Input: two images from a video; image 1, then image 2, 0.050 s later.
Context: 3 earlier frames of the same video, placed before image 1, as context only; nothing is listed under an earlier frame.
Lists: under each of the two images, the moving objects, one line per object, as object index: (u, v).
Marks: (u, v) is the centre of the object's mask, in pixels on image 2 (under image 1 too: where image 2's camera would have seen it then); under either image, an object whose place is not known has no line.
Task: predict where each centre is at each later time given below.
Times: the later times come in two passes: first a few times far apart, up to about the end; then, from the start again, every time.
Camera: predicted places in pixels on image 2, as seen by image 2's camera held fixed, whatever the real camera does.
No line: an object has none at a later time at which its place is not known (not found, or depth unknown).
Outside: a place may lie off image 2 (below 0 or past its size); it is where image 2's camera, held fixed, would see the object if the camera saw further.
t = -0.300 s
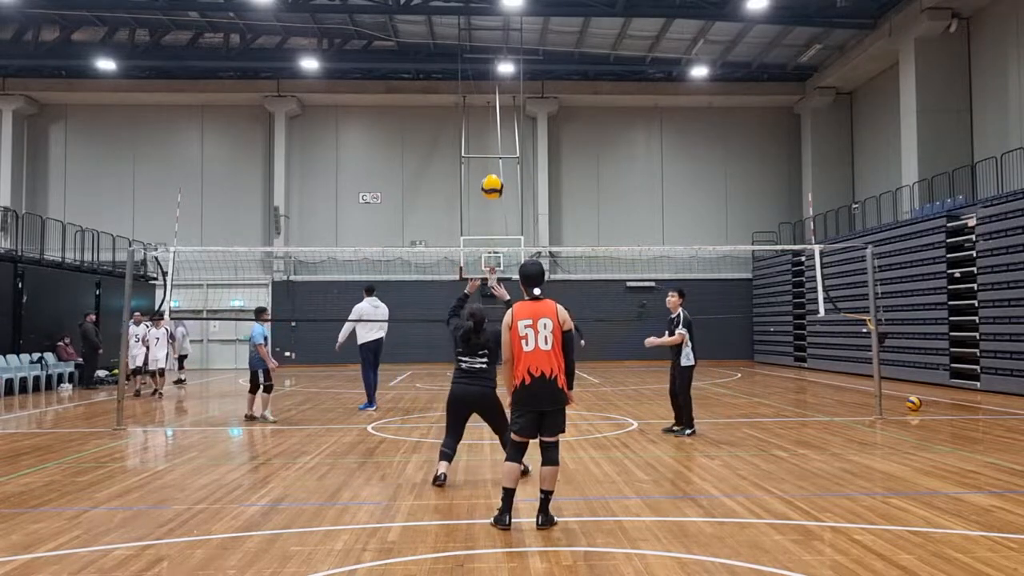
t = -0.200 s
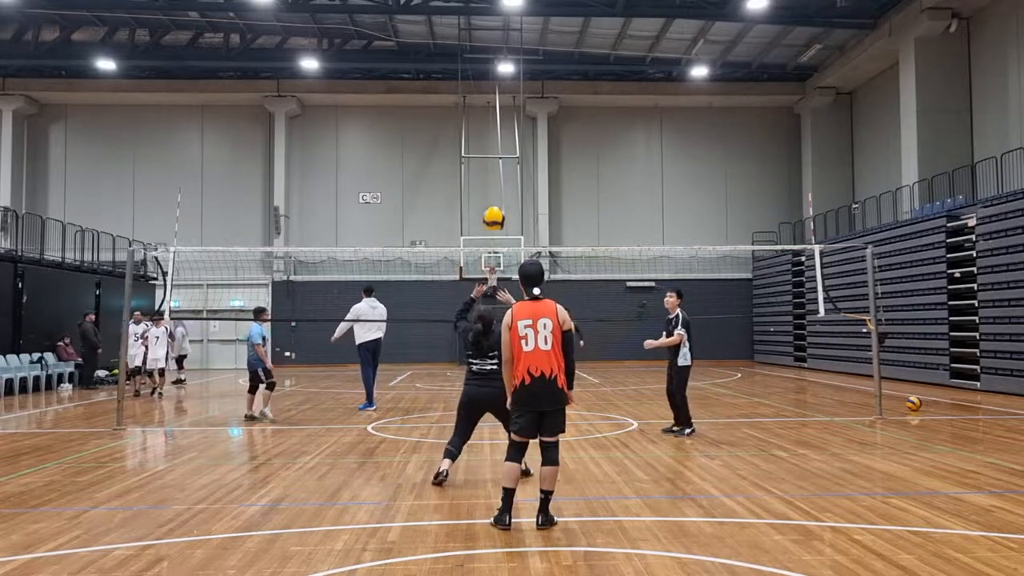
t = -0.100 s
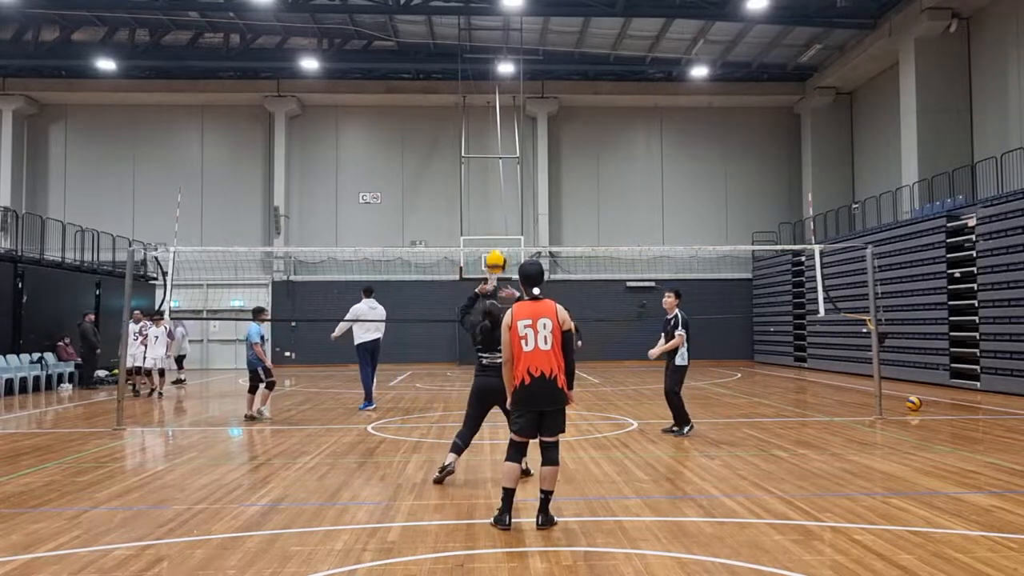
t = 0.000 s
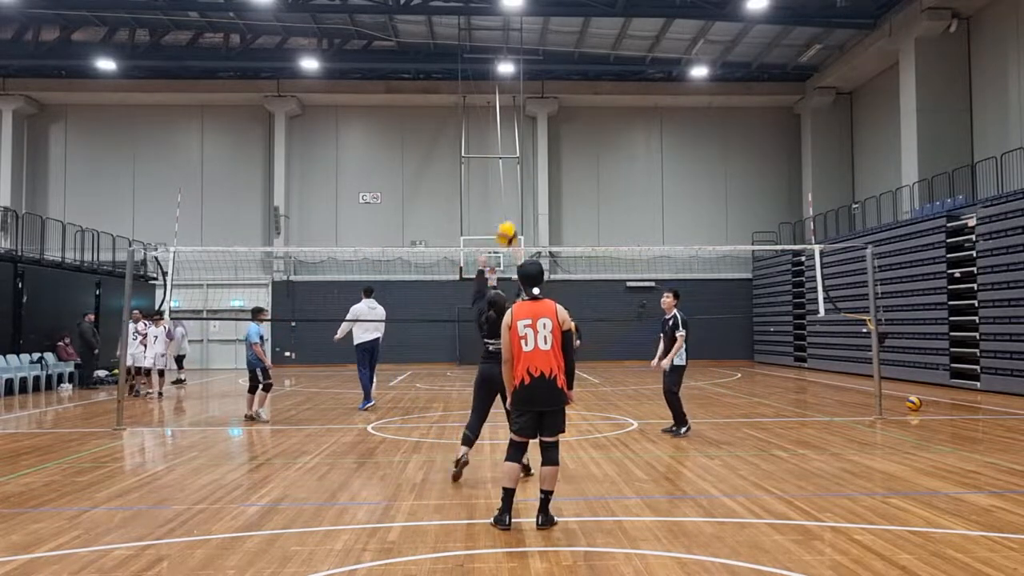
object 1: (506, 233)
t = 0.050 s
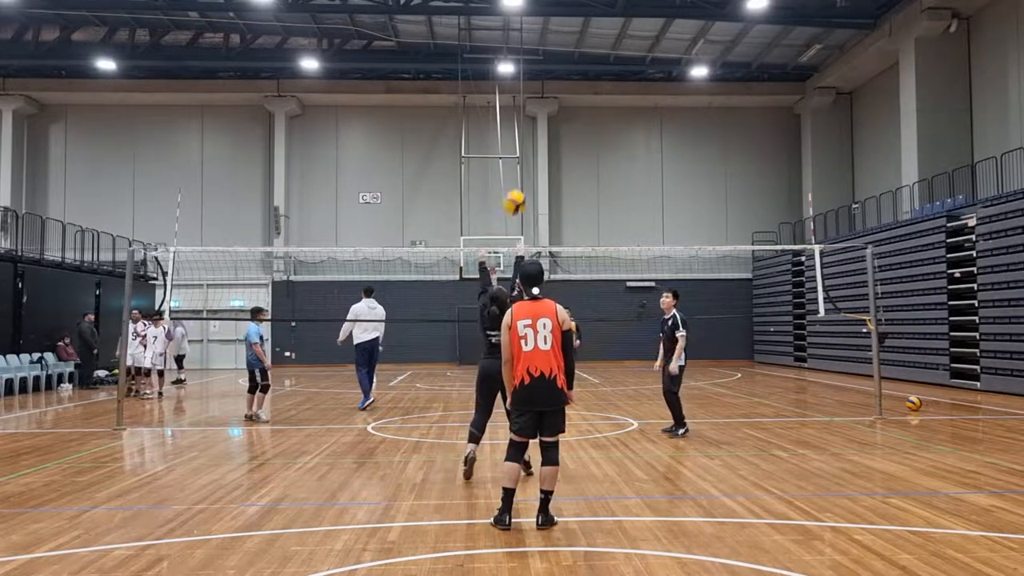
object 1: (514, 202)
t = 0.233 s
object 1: (540, 118)
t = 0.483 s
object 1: (570, 73)
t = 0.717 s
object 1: (594, 83)
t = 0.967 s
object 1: (617, 139)
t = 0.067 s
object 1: (517, 192)
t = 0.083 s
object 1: (519, 183)
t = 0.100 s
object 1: (521, 173)
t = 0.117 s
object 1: (523, 165)
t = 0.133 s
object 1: (526, 158)
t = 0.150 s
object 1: (529, 150)
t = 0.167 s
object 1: (531, 143)
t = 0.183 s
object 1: (533, 136)
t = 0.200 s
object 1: (535, 130)
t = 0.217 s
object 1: (538, 124)
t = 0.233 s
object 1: (540, 118)
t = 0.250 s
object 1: (542, 113)
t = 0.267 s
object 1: (544, 109)
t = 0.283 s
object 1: (546, 104)
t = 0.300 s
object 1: (549, 100)
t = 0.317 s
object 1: (551, 96)
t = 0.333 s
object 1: (553, 92)
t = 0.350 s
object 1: (555, 89)
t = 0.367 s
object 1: (557, 86)
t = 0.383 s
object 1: (559, 83)
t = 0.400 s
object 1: (561, 81)
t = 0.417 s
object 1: (563, 79)
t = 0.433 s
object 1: (565, 77)
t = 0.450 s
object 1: (566, 75)
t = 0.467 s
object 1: (569, 74)
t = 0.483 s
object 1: (570, 73)
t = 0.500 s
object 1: (572, 72)
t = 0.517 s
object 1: (574, 71)
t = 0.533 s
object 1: (576, 71)
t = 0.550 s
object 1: (577, 71)
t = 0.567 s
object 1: (579, 71)
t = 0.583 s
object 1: (581, 72)
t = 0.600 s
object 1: (583, 72)
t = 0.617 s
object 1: (584, 73)
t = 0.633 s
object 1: (586, 74)
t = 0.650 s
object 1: (588, 75)
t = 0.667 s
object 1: (590, 77)
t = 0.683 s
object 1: (591, 79)
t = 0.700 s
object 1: (593, 81)
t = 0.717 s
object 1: (594, 83)
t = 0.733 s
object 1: (596, 85)
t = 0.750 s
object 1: (597, 88)
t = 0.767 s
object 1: (599, 91)
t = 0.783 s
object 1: (600, 94)
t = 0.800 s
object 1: (603, 97)
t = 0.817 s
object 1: (604, 101)
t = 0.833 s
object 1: (606, 105)
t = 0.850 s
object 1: (607, 108)
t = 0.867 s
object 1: (608, 112)
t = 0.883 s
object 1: (610, 116)
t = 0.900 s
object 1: (611, 121)
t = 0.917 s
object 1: (613, 126)
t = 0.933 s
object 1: (615, 131)
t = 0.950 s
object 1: (616, 135)
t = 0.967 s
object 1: (617, 139)
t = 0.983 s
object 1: (619, 145)
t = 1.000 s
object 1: (620, 151)
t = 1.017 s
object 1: (621, 156)
